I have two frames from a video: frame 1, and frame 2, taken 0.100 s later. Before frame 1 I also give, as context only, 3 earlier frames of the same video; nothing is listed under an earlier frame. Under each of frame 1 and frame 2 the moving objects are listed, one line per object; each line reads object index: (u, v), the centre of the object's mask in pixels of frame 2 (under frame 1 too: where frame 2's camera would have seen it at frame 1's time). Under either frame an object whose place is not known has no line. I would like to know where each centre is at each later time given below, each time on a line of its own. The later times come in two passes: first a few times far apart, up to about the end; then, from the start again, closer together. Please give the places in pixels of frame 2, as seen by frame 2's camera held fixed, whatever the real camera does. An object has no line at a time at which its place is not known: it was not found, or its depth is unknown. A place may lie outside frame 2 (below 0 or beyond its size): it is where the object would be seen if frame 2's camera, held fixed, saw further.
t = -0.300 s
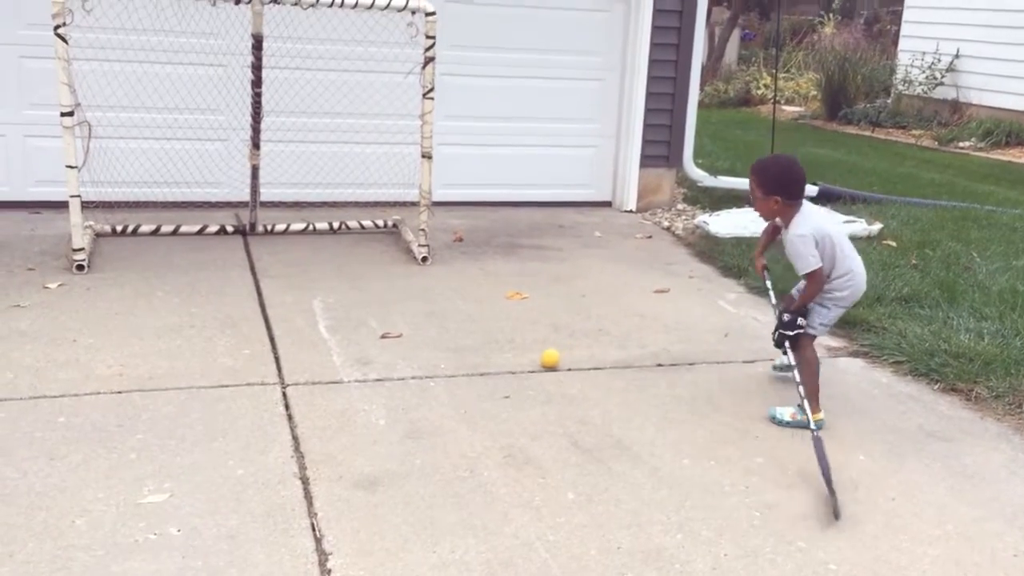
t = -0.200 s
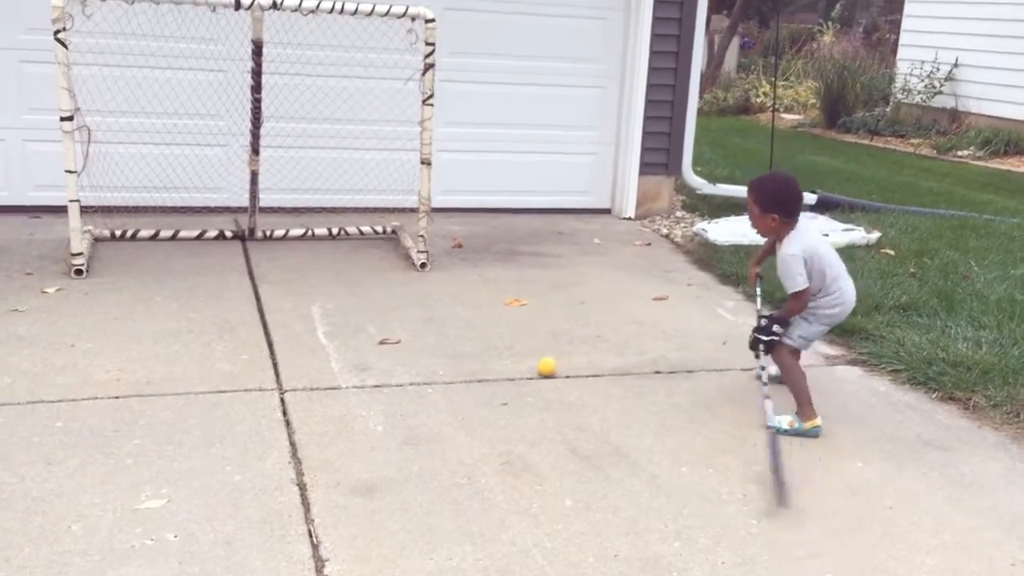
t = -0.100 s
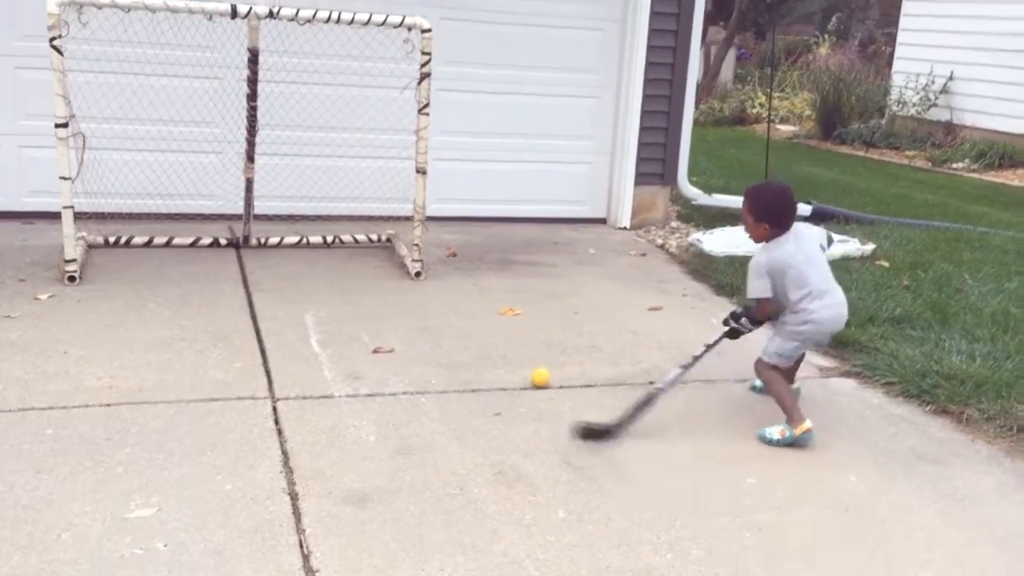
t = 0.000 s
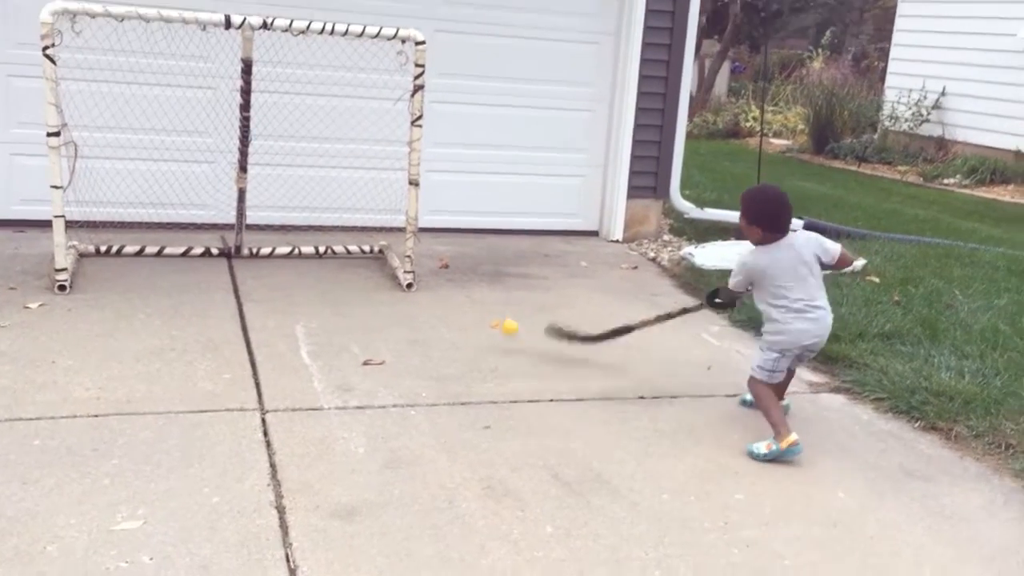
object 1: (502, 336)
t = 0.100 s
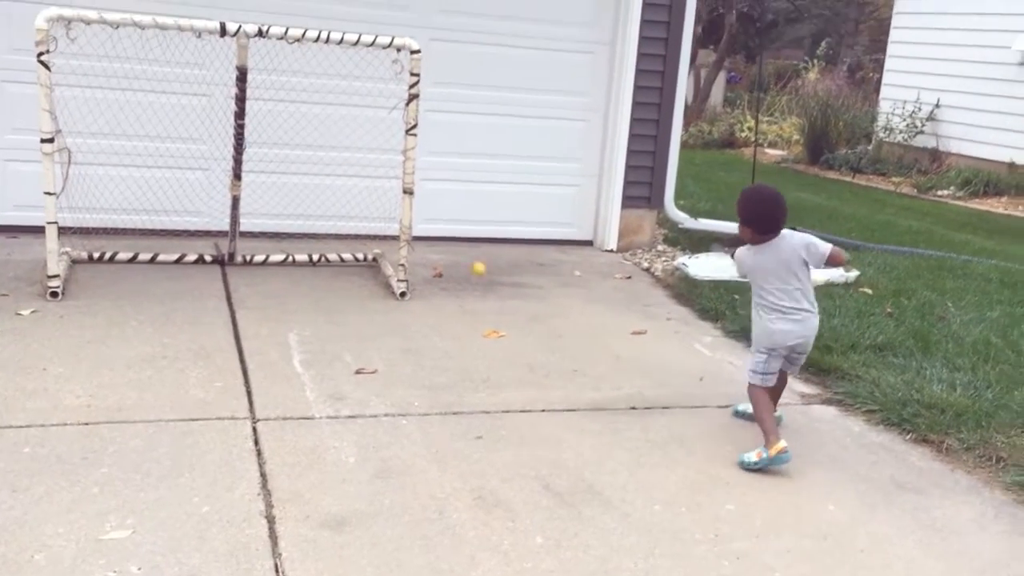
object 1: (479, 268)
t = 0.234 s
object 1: (454, 235)
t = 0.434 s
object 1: (497, 259)
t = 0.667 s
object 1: (557, 287)
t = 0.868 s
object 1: (618, 315)
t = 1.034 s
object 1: (678, 341)
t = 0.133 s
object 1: (471, 256)
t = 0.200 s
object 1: (459, 239)
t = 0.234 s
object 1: (454, 235)
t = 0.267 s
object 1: (457, 237)
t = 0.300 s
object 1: (466, 242)
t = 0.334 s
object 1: (473, 244)
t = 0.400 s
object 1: (488, 254)
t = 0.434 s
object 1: (497, 259)
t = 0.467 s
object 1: (504, 263)
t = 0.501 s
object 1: (511, 266)
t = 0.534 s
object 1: (522, 270)
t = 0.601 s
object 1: (539, 279)
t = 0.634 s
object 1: (547, 283)
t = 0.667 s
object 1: (557, 287)
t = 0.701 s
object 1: (567, 291)
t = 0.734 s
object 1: (577, 296)
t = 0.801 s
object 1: (597, 305)
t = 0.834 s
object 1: (607, 309)
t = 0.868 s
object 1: (618, 315)
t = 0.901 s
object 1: (630, 320)
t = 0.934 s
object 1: (642, 325)
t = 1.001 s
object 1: (665, 336)
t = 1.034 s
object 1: (678, 341)
